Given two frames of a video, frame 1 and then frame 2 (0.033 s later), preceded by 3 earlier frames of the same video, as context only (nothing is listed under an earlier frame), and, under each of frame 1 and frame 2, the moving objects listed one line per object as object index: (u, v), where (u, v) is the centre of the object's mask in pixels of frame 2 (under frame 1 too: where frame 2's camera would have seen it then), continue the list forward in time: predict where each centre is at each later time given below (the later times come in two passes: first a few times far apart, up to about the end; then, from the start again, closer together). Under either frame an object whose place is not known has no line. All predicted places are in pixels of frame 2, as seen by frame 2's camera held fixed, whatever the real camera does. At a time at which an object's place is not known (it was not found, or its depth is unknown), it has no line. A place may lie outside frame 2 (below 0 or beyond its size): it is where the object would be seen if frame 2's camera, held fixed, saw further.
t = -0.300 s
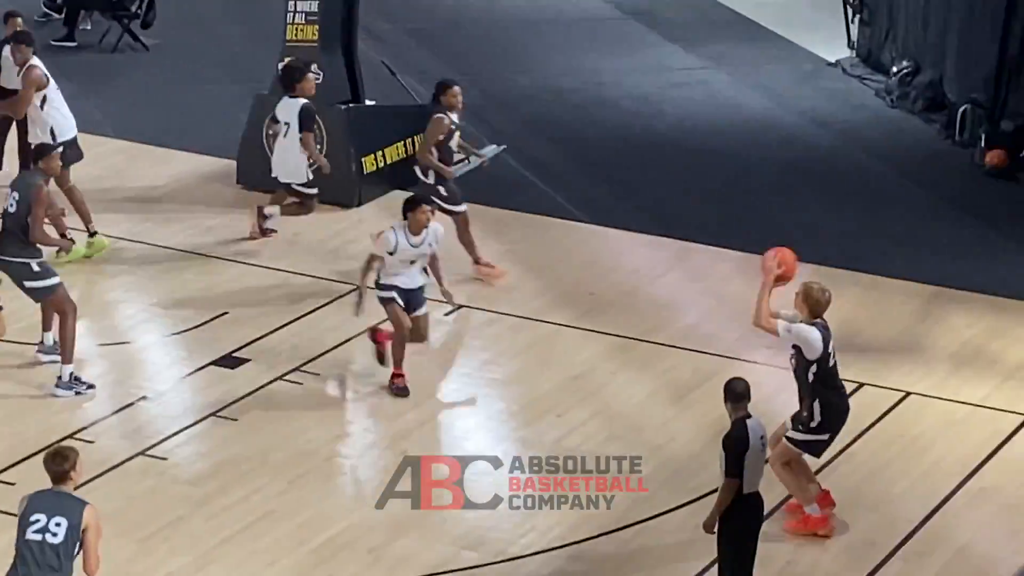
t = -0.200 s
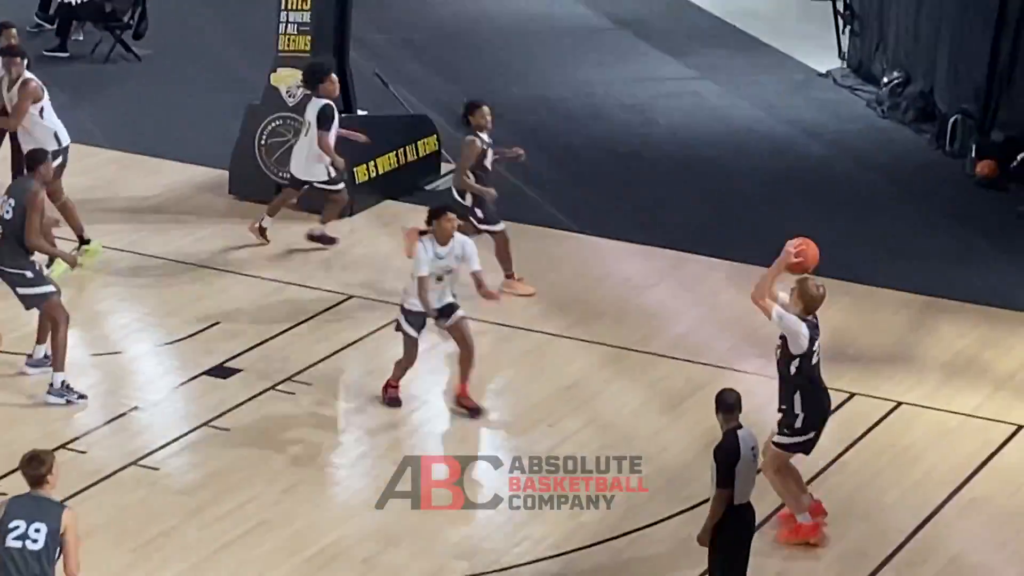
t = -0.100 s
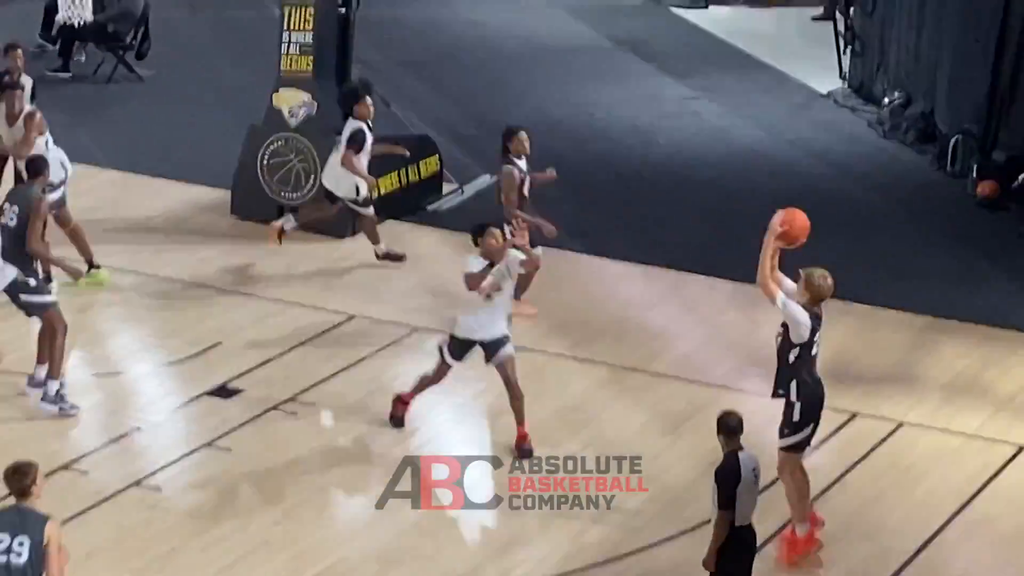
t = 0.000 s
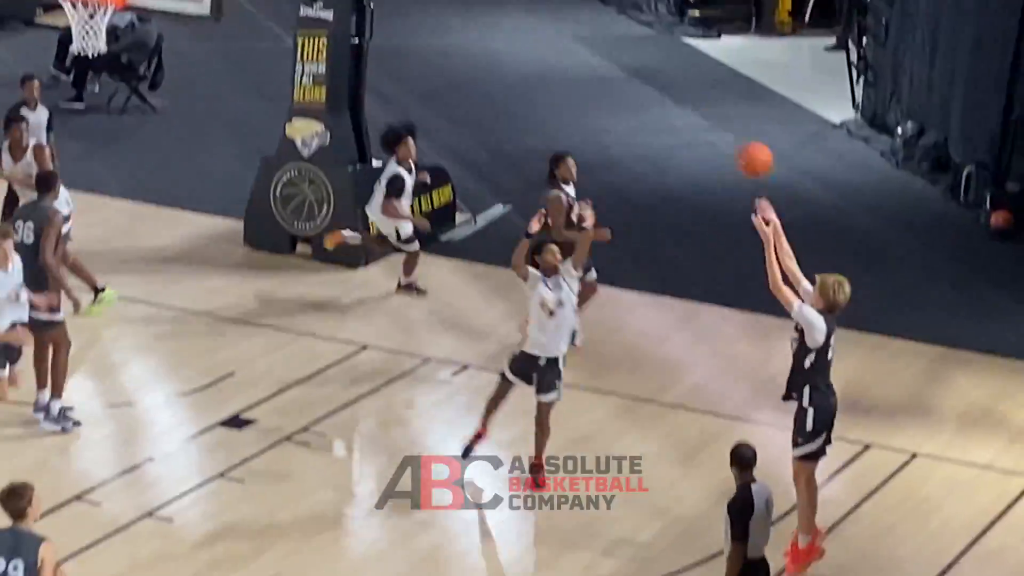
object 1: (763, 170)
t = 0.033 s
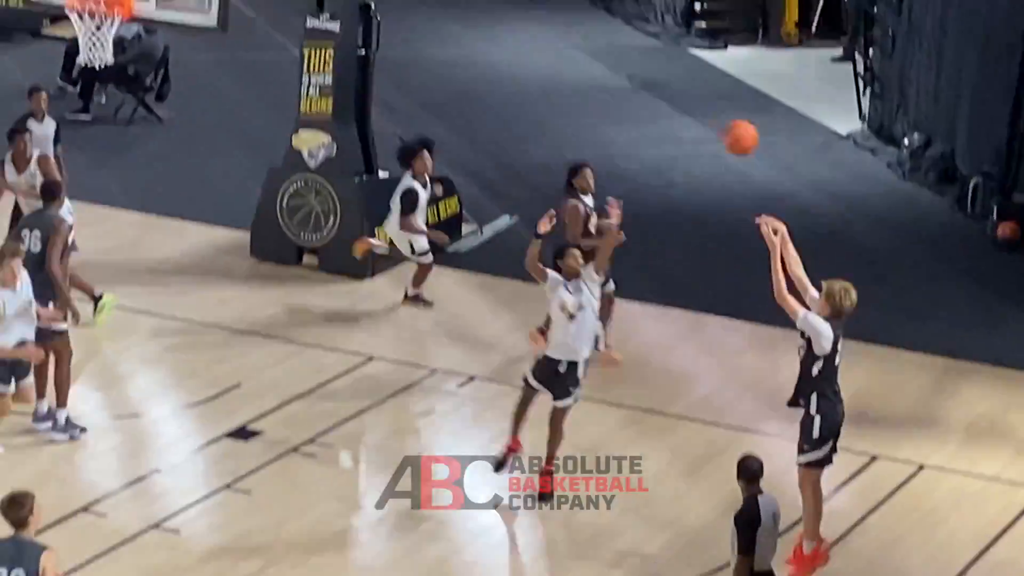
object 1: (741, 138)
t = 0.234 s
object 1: (614, -19)
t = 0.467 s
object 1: (481, -124)
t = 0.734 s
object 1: (336, -158)
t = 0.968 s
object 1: (209, -111)
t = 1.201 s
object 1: (98, -14)
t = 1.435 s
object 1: (-32, -47)
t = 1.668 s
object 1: (-174, -9)
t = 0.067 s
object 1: (719, 108)
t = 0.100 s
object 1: (699, 78)
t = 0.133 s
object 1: (677, 51)
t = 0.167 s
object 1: (656, 26)
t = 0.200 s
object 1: (635, 3)
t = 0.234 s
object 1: (614, -19)
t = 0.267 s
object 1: (594, -40)
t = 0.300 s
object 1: (576, -58)
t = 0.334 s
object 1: (556, -75)
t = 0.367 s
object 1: (536, -91)
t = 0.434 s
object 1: (500, -115)
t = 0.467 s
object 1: (481, -124)
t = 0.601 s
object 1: (410, -153)
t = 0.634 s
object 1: (392, -157)
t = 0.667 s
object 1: (366, -161)
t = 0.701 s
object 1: (353, -159)
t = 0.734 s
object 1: (336, -158)
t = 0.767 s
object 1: (318, -155)
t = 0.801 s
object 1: (301, -151)
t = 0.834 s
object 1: (279, -146)
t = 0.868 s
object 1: (266, -138)
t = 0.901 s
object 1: (246, -131)
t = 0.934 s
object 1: (227, -122)
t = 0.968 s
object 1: (209, -111)
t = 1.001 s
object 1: (194, -99)
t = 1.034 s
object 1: (177, -84)
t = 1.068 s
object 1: (161, -70)
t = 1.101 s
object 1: (145, -55)
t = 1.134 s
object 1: (130, -36)
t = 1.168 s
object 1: (115, -19)
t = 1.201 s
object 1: (98, -14)
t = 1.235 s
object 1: (79, -23)
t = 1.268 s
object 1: (61, -31)
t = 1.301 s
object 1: (42, -37)
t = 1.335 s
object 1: (21, -43)
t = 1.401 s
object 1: (-12, -46)
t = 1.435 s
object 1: (-32, -47)
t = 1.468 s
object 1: (-53, -46)
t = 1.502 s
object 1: (-72, -43)
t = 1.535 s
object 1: (-92, -40)
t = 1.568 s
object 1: (-113, -35)
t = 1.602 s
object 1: (-133, -28)
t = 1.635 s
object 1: (-154, -19)
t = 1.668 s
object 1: (-174, -9)
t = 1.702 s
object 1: (-196, 2)
